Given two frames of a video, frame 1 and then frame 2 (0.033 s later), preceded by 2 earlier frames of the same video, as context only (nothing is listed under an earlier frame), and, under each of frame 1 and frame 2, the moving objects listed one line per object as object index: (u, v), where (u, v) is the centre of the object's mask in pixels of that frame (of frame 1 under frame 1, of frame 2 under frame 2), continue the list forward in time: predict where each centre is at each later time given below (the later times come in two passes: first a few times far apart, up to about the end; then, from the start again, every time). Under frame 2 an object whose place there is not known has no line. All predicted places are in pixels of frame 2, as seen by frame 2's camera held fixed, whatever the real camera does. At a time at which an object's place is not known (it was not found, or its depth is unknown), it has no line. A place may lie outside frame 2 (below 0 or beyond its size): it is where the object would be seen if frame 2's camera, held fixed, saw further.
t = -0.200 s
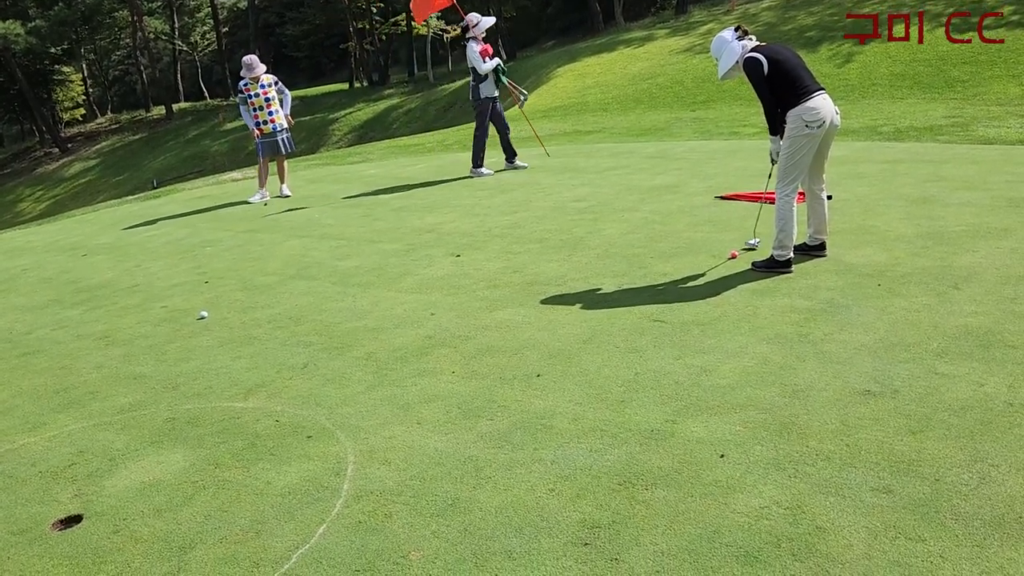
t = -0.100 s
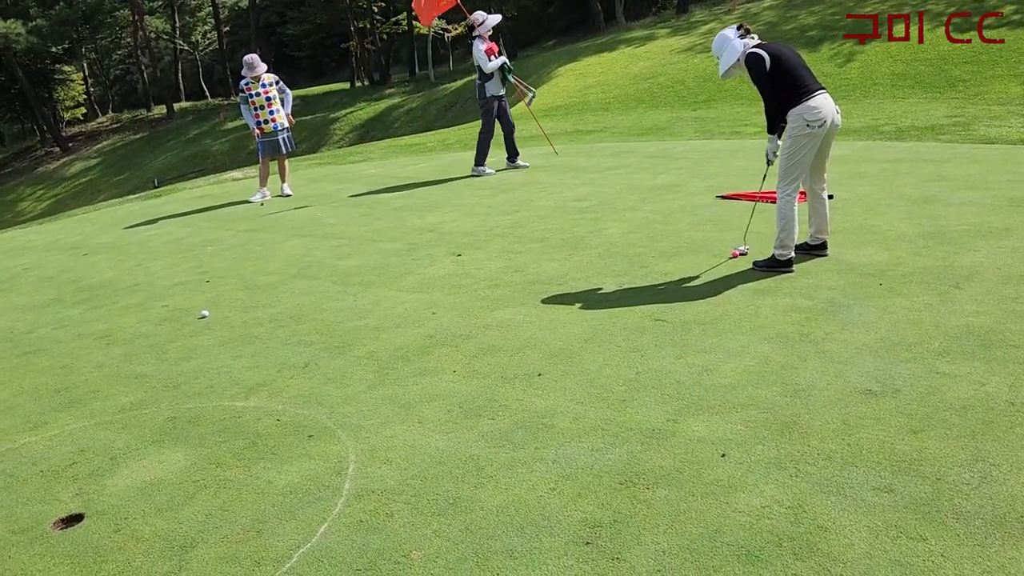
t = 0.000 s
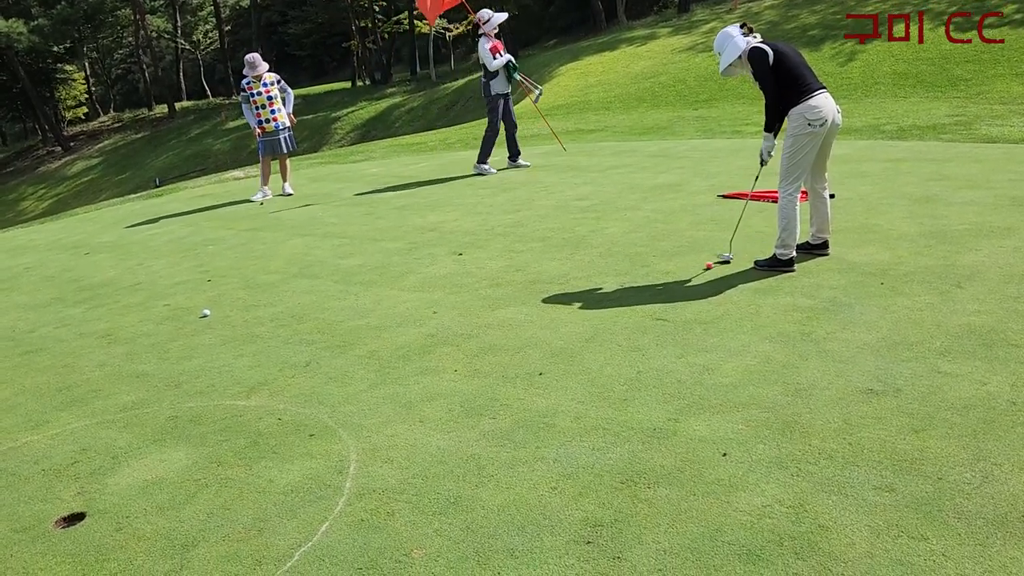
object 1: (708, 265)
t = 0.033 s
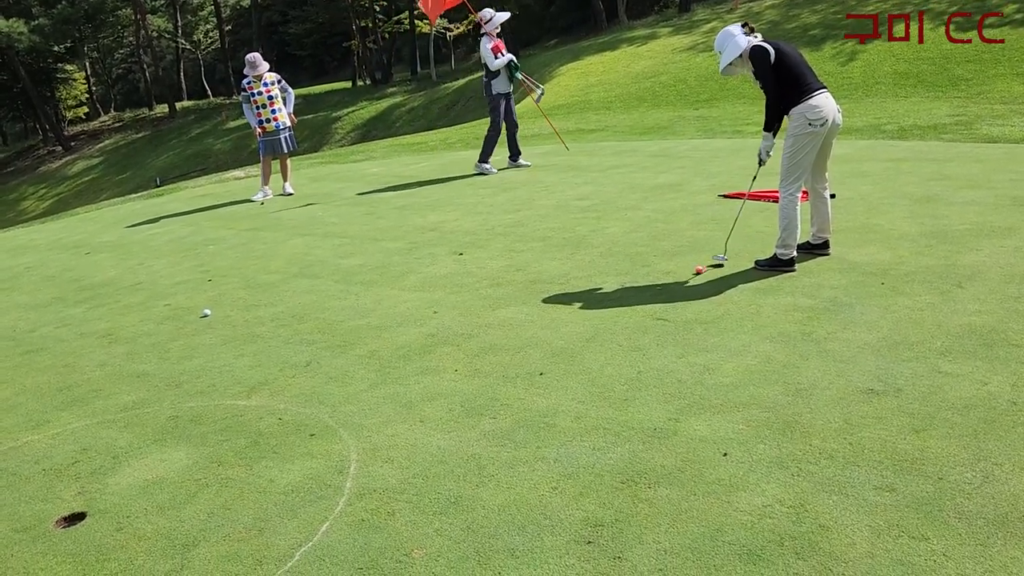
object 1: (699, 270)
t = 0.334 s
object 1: (617, 306)
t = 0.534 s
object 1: (559, 331)
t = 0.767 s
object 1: (486, 362)
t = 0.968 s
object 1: (420, 388)
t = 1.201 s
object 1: (339, 419)
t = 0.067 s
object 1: (688, 275)
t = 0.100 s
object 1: (680, 279)
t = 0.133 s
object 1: (670, 282)
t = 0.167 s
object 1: (661, 287)
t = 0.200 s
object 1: (653, 291)
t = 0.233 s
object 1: (643, 295)
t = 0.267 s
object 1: (635, 298)
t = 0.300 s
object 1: (626, 303)
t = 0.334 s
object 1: (617, 306)
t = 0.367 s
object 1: (607, 311)
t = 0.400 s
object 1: (598, 314)
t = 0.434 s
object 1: (589, 319)
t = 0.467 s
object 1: (579, 323)
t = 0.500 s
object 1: (569, 327)
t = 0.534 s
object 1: (559, 331)
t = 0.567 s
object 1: (549, 336)
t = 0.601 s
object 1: (539, 340)
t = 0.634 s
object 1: (529, 343)
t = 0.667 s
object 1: (518, 348)
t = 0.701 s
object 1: (508, 353)
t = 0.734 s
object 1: (497, 357)
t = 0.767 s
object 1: (486, 362)
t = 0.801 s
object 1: (476, 366)
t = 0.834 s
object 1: (466, 370)
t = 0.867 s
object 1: (454, 374)
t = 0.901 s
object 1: (443, 379)
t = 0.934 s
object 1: (431, 383)
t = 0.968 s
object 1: (420, 388)
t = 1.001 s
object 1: (409, 392)
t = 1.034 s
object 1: (397, 396)
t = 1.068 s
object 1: (386, 401)
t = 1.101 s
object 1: (374, 405)
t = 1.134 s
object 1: (363, 410)
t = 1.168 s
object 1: (352, 413)
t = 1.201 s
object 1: (339, 419)
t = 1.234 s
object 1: (328, 422)
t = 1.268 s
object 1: (317, 427)
